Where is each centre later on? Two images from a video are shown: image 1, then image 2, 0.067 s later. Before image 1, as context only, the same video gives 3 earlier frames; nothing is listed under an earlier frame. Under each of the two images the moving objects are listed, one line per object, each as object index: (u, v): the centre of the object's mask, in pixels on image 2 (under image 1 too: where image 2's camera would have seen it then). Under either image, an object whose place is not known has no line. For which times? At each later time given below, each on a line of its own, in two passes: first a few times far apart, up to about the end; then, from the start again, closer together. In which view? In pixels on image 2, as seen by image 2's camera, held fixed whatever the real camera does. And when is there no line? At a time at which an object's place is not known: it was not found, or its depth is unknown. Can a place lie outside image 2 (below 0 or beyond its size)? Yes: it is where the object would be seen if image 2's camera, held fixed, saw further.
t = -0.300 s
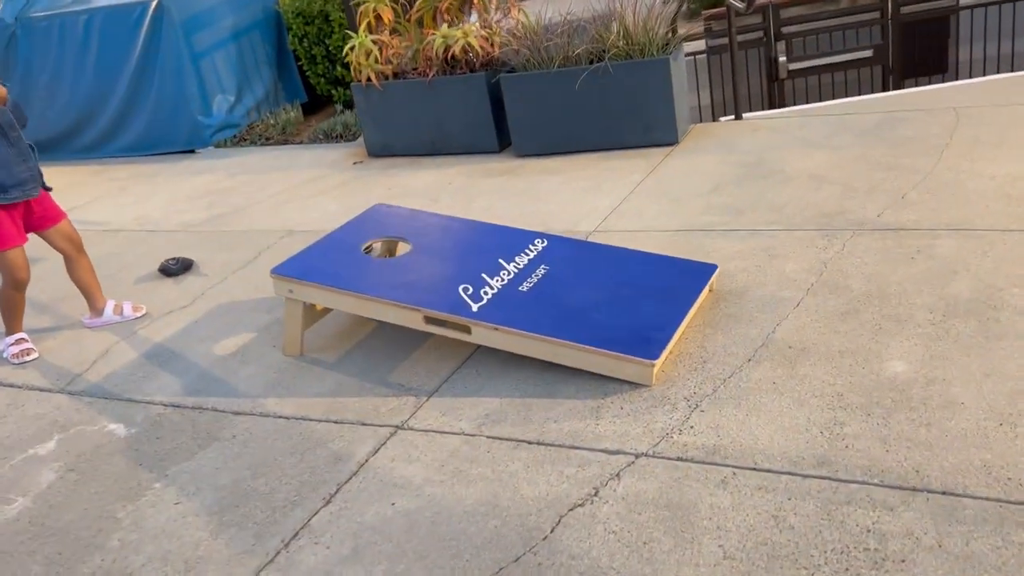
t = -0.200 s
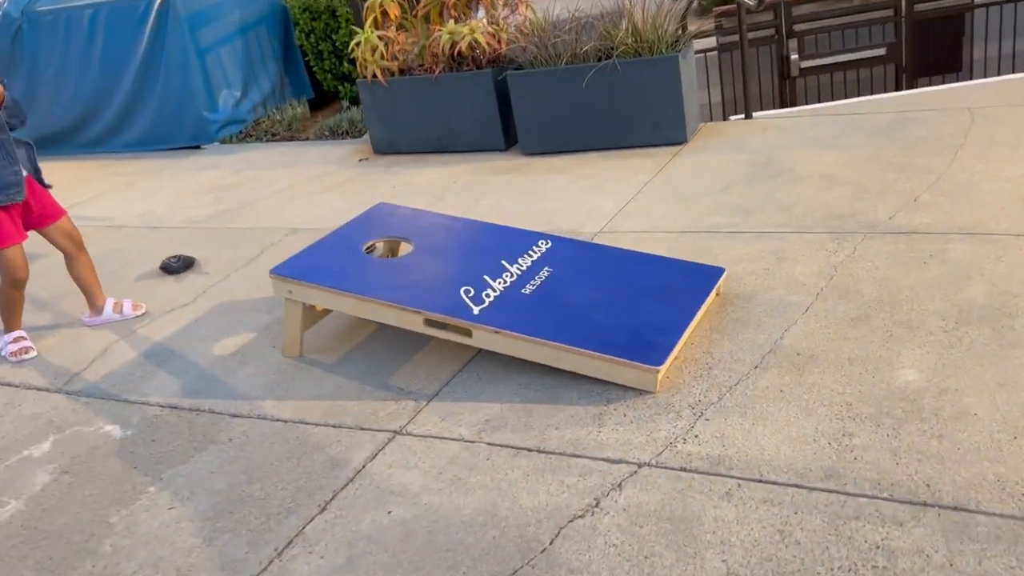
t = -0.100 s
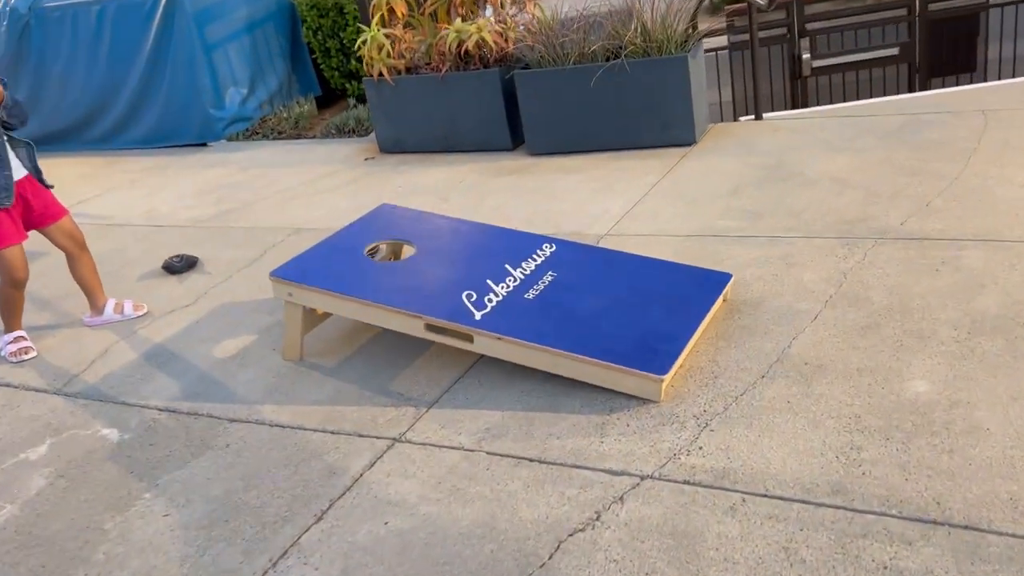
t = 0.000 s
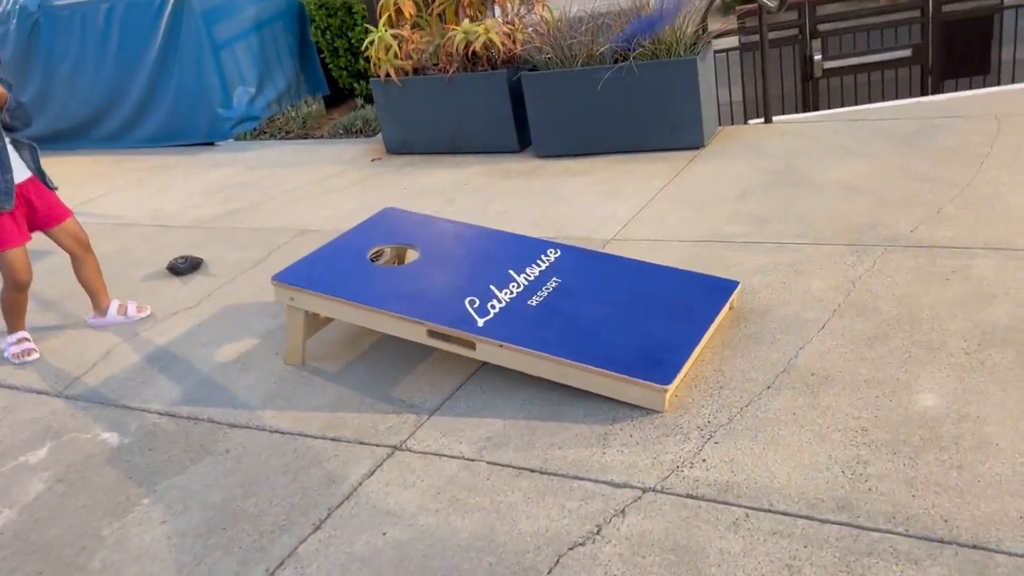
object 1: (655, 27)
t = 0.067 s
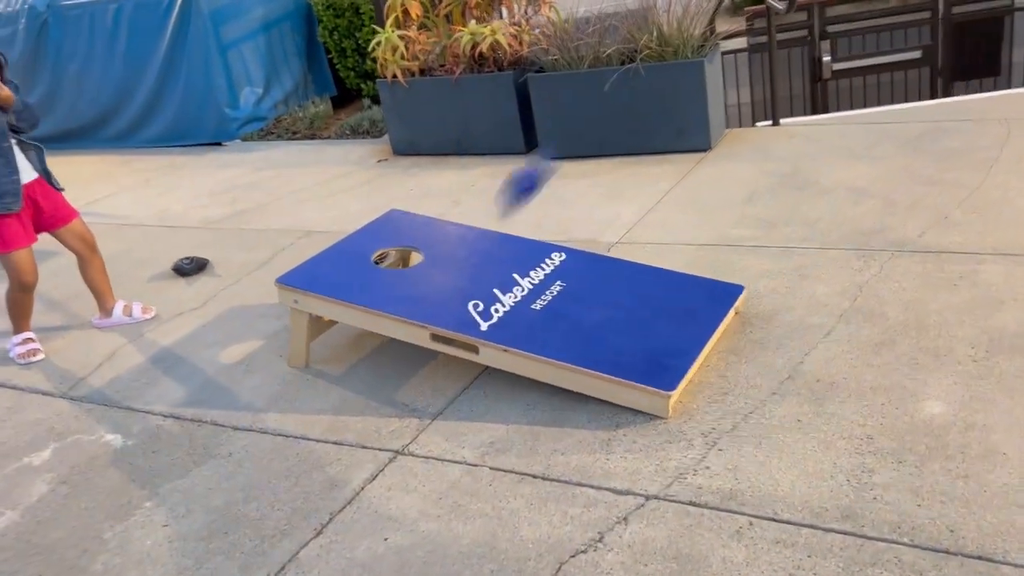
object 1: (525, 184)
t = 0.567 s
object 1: (214, 268)
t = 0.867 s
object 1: (203, 266)
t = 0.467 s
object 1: (258, 249)
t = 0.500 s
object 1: (226, 264)
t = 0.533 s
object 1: (220, 274)
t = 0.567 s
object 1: (214, 268)
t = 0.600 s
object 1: (210, 267)
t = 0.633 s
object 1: (208, 266)
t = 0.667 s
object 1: (207, 265)
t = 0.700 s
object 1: (206, 265)
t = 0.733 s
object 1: (206, 265)
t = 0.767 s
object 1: (205, 266)
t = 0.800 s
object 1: (203, 267)
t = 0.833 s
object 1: (203, 266)
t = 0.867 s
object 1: (203, 266)
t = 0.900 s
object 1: (204, 267)
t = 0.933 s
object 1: (203, 267)
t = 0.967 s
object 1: (203, 267)
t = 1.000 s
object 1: (203, 267)
